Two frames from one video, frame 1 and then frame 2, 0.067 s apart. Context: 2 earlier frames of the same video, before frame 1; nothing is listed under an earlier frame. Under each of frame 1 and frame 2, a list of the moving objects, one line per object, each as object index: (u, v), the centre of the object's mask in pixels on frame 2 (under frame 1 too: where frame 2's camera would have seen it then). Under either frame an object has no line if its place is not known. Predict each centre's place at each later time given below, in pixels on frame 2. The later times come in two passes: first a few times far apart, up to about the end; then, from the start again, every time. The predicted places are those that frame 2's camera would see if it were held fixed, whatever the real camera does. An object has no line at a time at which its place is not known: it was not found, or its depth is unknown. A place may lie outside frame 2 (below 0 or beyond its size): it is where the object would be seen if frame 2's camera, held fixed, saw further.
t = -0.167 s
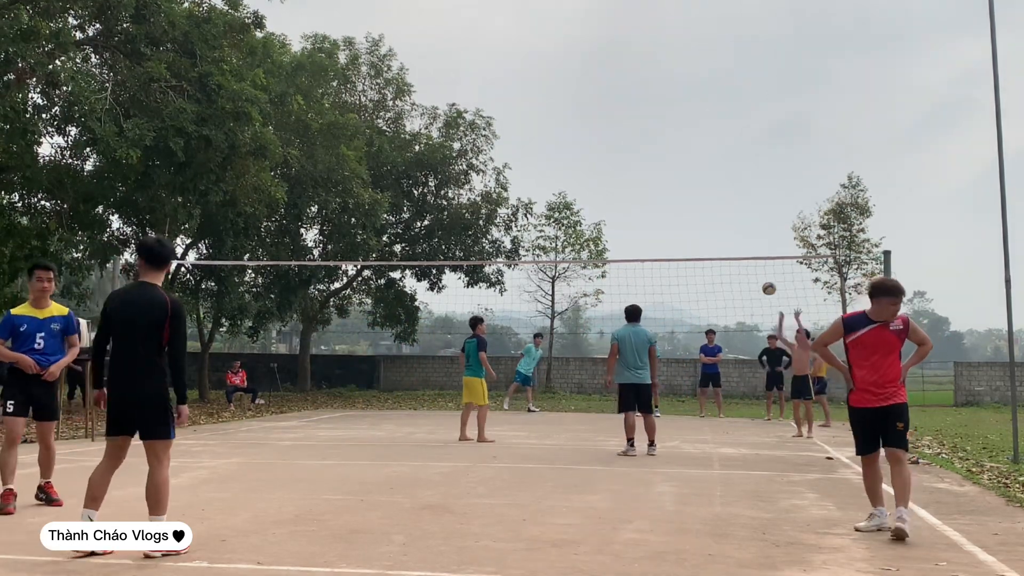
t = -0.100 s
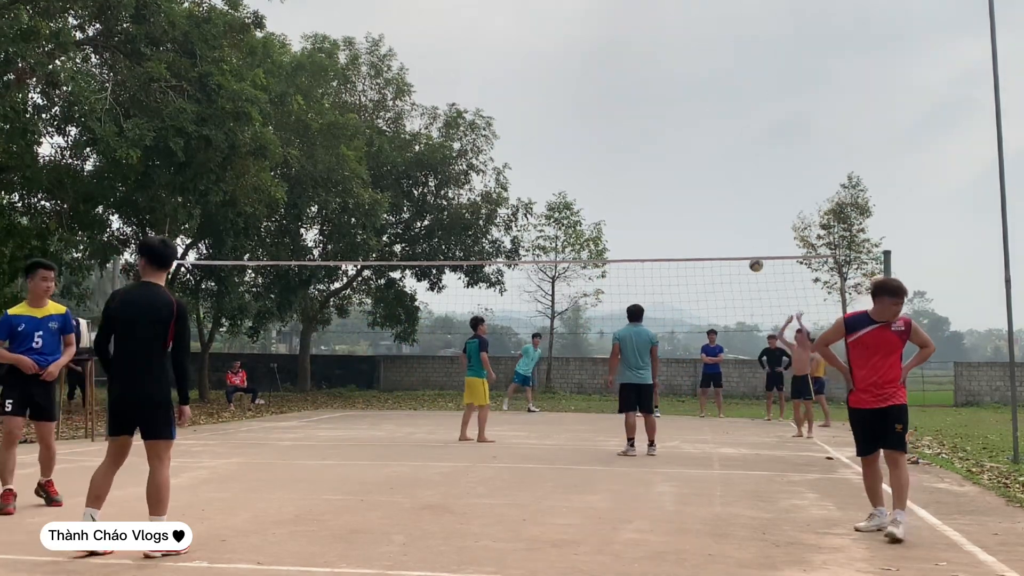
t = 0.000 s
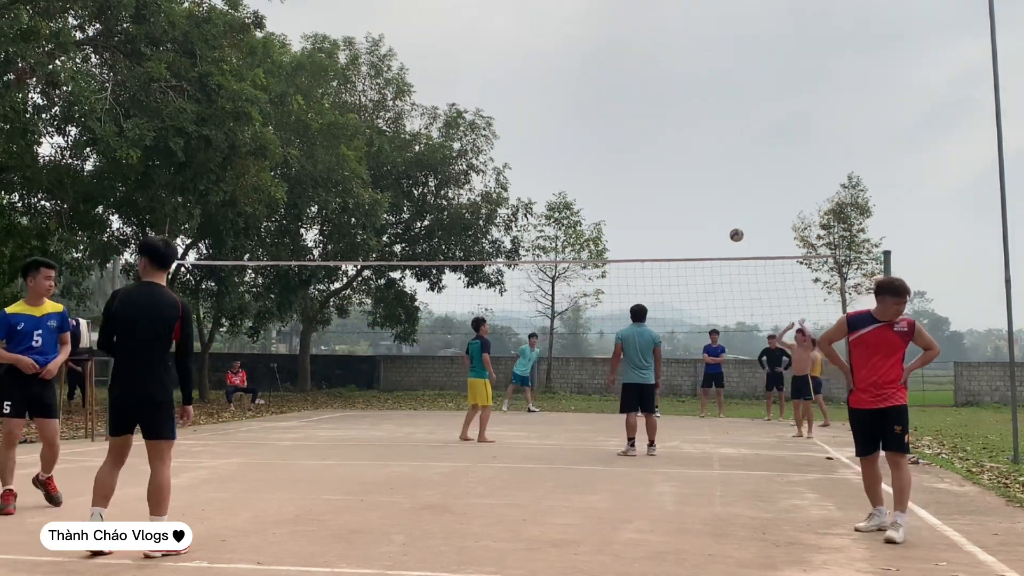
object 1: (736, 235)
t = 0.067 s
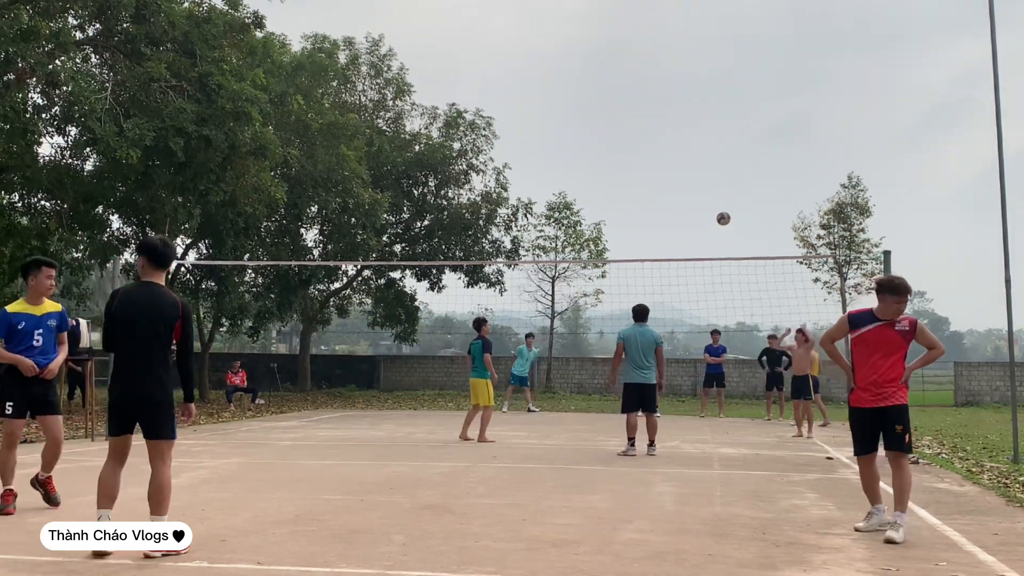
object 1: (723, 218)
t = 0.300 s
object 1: (677, 184)
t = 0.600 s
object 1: (617, 195)
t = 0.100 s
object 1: (717, 211)
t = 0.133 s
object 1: (710, 205)
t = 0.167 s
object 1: (704, 199)
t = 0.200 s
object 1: (697, 195)
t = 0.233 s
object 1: (690, 190)
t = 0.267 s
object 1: (684, 187)
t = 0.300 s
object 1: (677, 184)
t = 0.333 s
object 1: (671, 182)
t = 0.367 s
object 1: (664, 181)
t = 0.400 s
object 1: (657, 181)
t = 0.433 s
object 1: (651, 181)
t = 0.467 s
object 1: (644, 183)
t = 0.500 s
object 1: (637, 184)
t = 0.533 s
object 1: (630, 187)
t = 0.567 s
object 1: (624, 191)
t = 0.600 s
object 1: (617, 195)
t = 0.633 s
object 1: (610, 200)
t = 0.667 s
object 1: (603, 206)
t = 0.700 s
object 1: (596, 213)
